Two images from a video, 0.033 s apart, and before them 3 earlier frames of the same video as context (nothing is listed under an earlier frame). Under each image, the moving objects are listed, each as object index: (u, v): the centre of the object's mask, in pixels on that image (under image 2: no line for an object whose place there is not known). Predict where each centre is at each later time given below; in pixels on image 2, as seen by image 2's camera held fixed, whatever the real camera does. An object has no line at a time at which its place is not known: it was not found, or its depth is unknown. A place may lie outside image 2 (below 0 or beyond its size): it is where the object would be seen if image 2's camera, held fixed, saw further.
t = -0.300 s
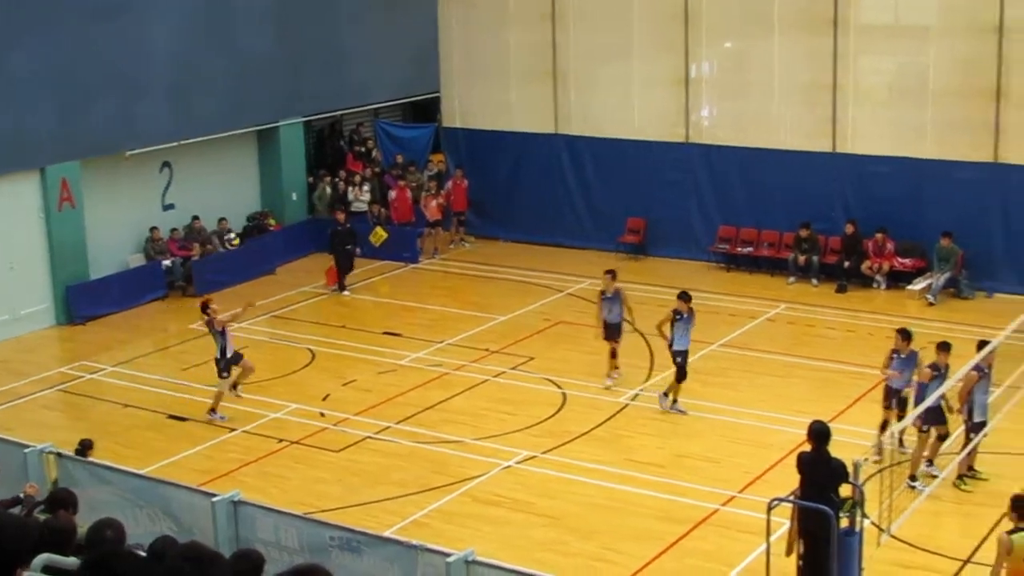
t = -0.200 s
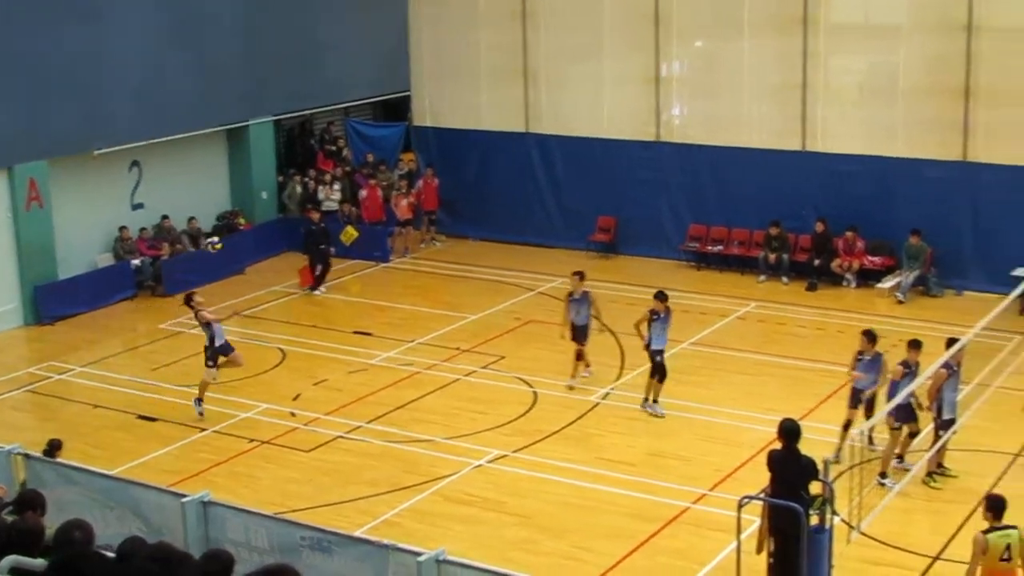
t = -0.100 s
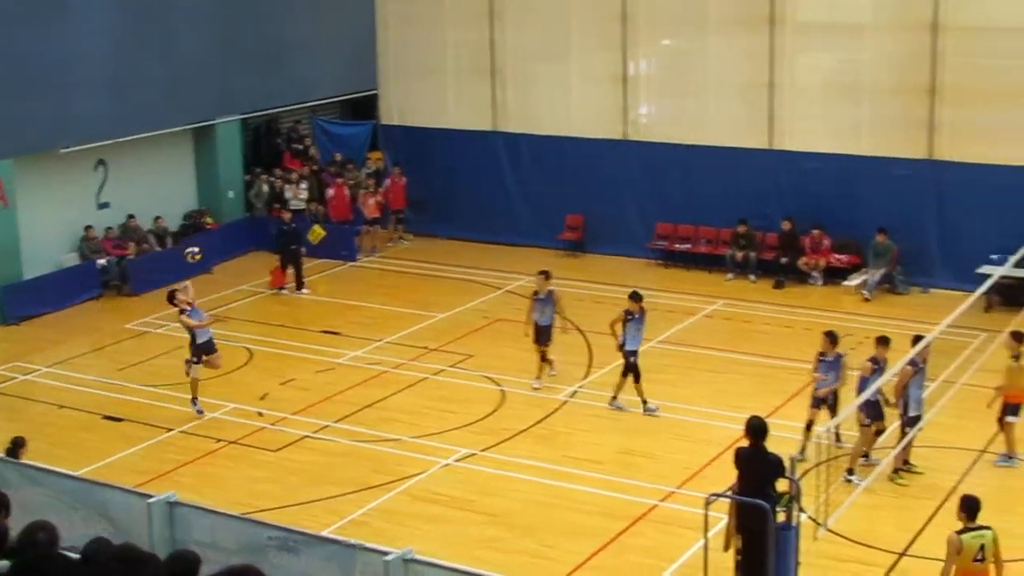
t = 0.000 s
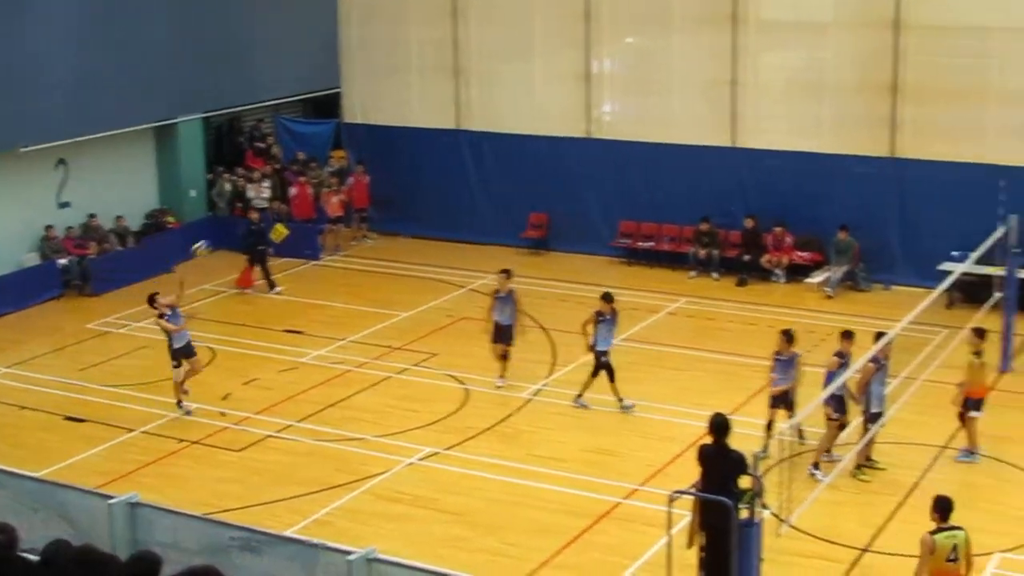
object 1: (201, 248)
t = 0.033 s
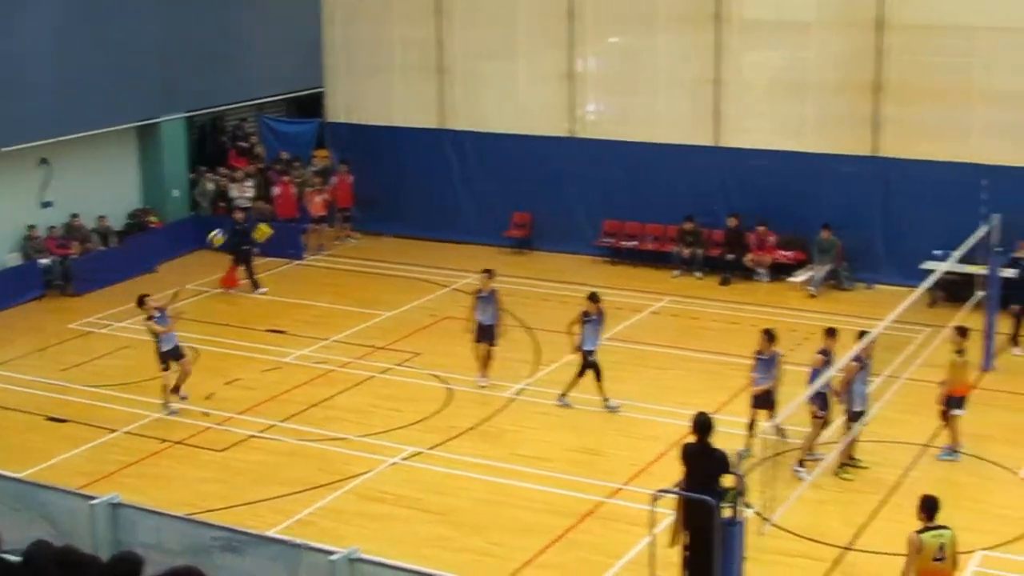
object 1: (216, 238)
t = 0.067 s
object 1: (250, 228)
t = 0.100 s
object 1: (283, 218)
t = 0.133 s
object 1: (316, 209)
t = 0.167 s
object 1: (350, 201)
